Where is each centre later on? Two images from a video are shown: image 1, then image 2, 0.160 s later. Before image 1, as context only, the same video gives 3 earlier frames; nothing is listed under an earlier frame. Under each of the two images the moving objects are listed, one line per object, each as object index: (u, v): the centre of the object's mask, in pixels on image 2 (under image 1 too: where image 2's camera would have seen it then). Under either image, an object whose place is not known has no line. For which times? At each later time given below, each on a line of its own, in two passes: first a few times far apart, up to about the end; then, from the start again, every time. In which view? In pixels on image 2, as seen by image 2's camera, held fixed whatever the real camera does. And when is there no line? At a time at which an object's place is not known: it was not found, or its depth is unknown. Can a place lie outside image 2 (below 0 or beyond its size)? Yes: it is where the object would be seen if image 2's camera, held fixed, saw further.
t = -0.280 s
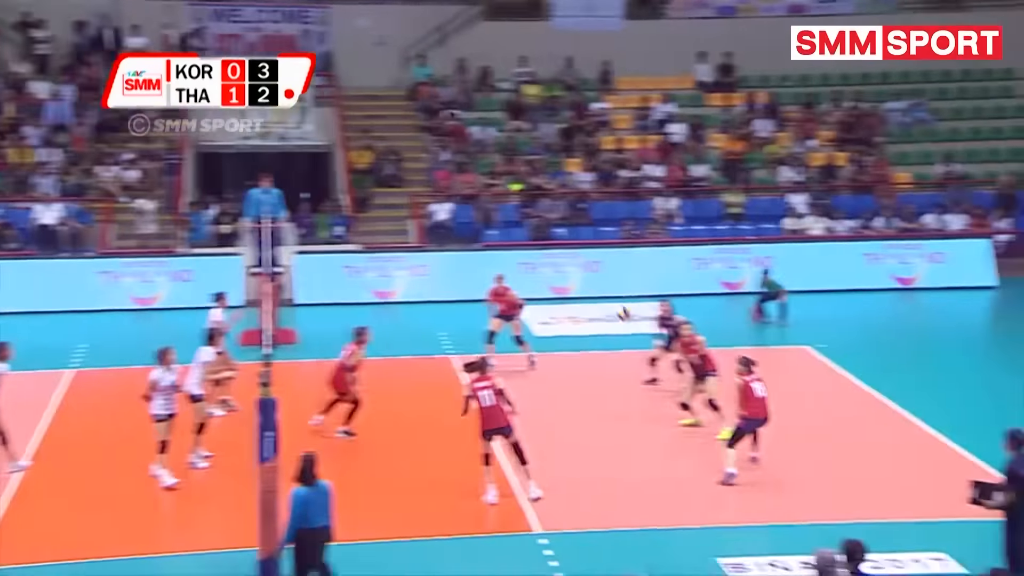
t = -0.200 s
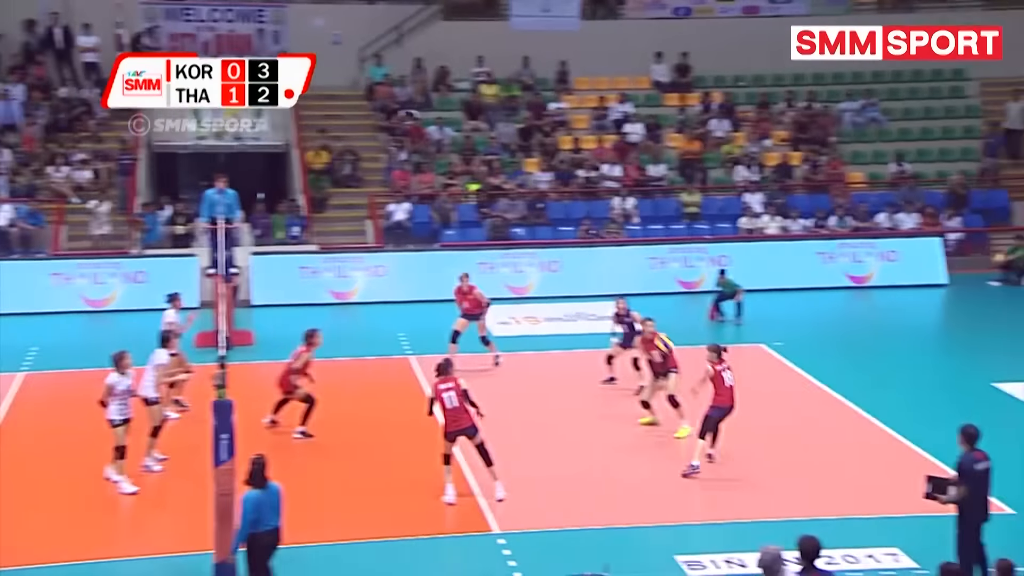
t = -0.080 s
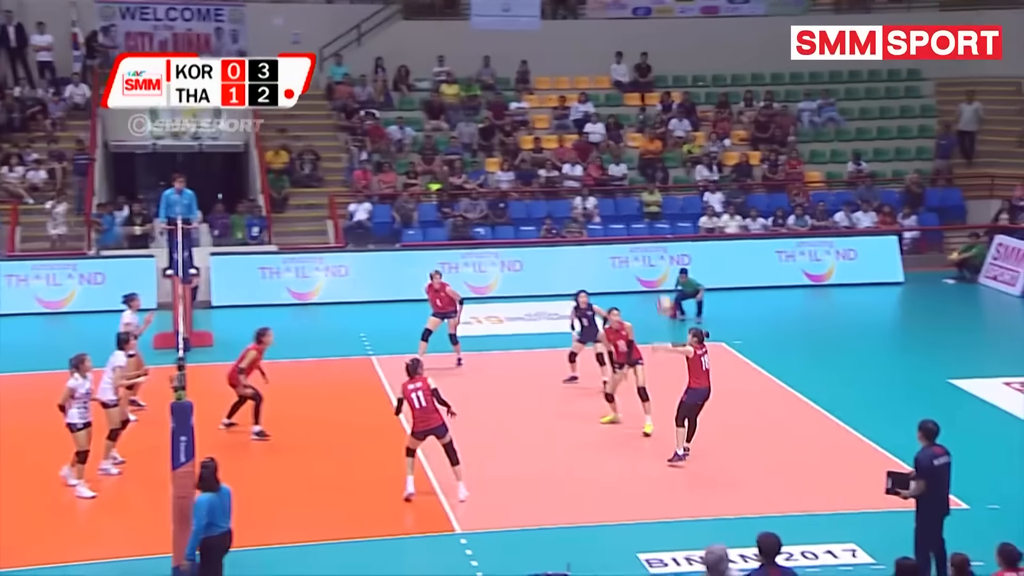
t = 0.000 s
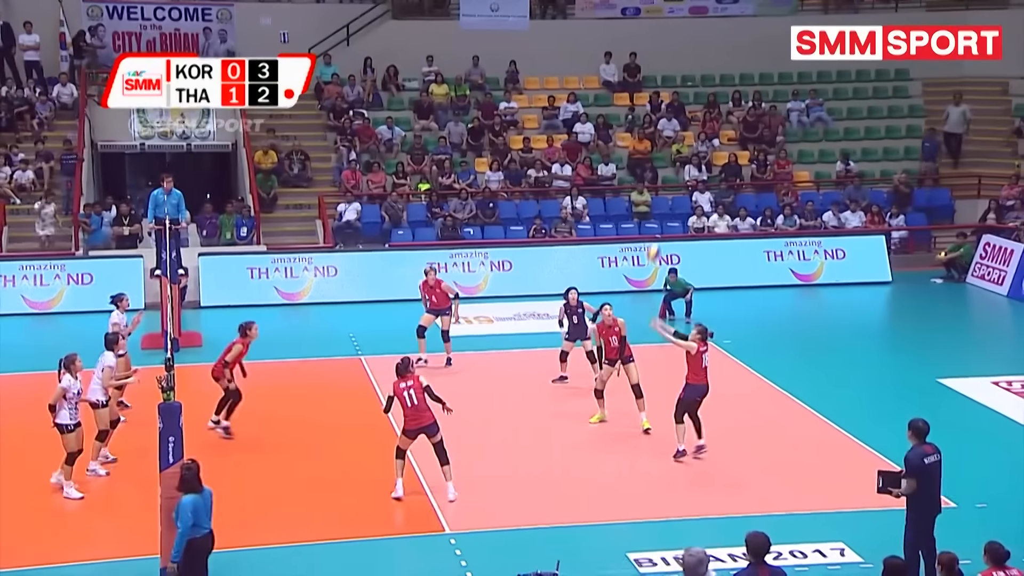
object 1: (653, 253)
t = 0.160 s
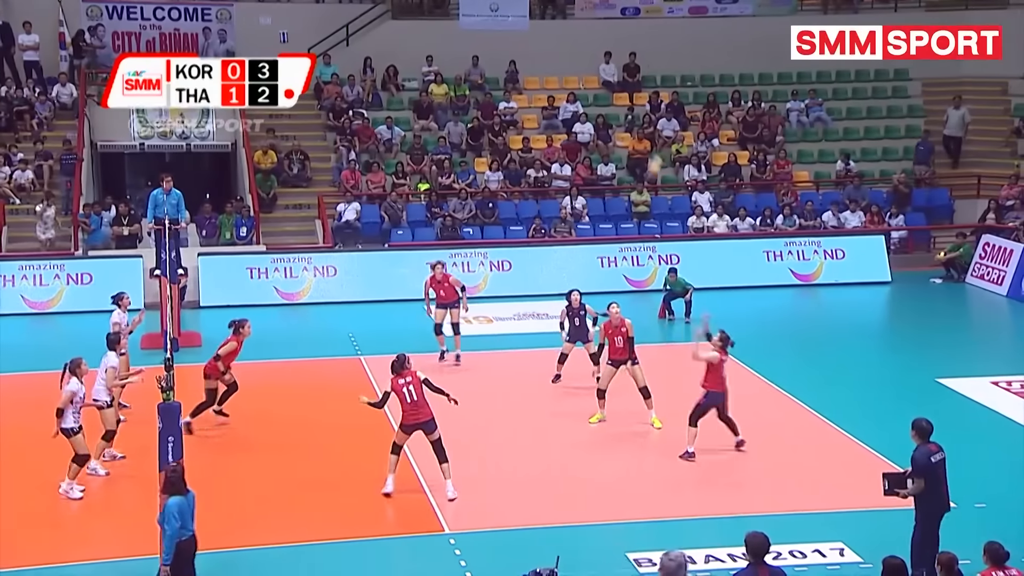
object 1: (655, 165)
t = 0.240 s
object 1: (652, 134)
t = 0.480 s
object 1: (658, 58)
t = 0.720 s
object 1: (661, 29)
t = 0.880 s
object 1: (663, 35)
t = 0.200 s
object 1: (656, 149)
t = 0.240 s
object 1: (652, 134)
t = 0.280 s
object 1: (655, 116)
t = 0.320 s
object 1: (656, 103)
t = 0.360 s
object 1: (658, 87)
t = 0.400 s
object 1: (658, 78)
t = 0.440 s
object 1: (658, 68)
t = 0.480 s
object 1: (658, 58)
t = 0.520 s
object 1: (659, 51)
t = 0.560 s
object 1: (660, 42)
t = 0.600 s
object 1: (660, 38)
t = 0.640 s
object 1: (661, 34)
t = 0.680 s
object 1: (660, 31)
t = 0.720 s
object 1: (661, 29)
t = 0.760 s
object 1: (661, 28)
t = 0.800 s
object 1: (662, 29)
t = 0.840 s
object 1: (662, 31)
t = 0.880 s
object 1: (663, 35)
